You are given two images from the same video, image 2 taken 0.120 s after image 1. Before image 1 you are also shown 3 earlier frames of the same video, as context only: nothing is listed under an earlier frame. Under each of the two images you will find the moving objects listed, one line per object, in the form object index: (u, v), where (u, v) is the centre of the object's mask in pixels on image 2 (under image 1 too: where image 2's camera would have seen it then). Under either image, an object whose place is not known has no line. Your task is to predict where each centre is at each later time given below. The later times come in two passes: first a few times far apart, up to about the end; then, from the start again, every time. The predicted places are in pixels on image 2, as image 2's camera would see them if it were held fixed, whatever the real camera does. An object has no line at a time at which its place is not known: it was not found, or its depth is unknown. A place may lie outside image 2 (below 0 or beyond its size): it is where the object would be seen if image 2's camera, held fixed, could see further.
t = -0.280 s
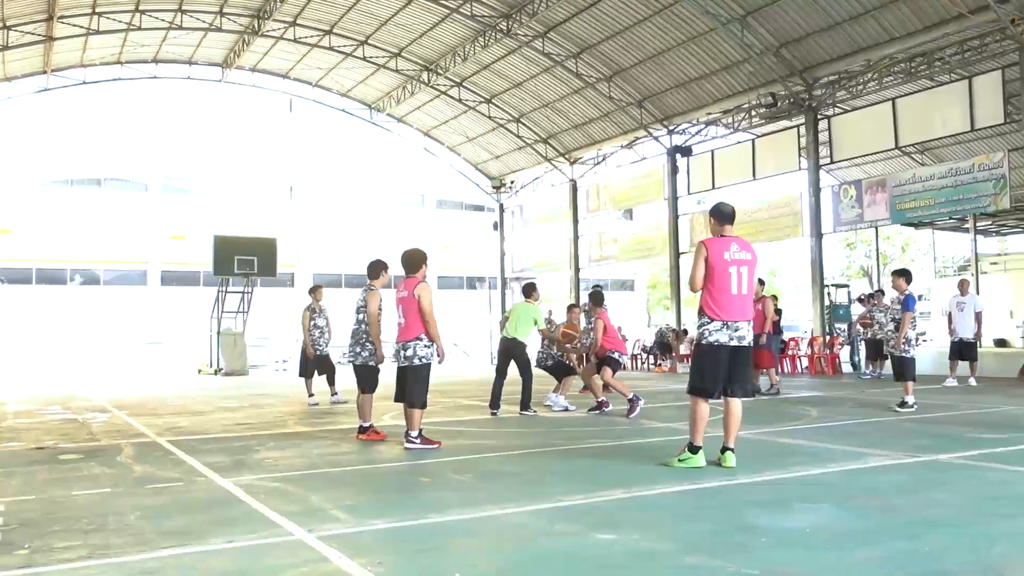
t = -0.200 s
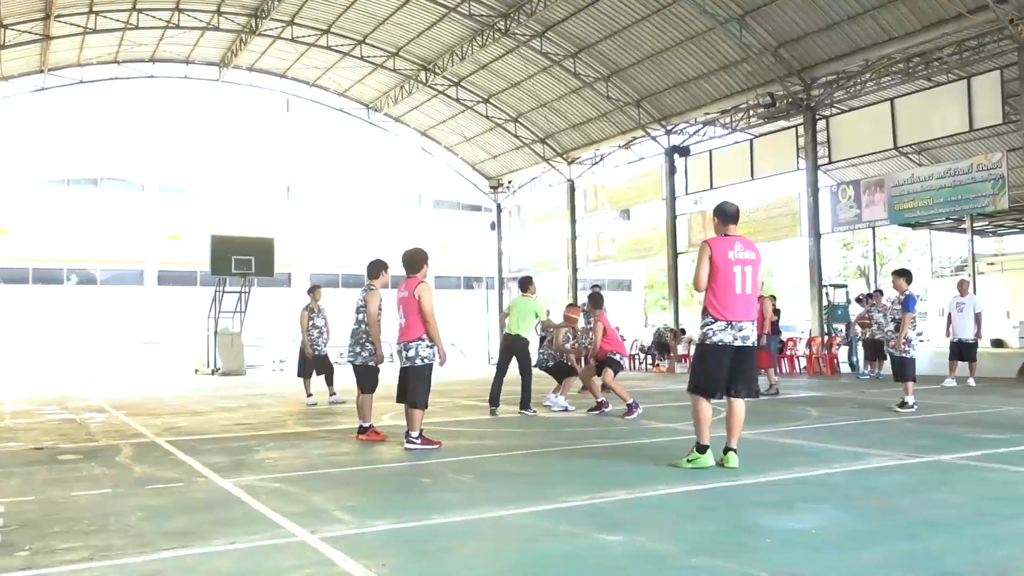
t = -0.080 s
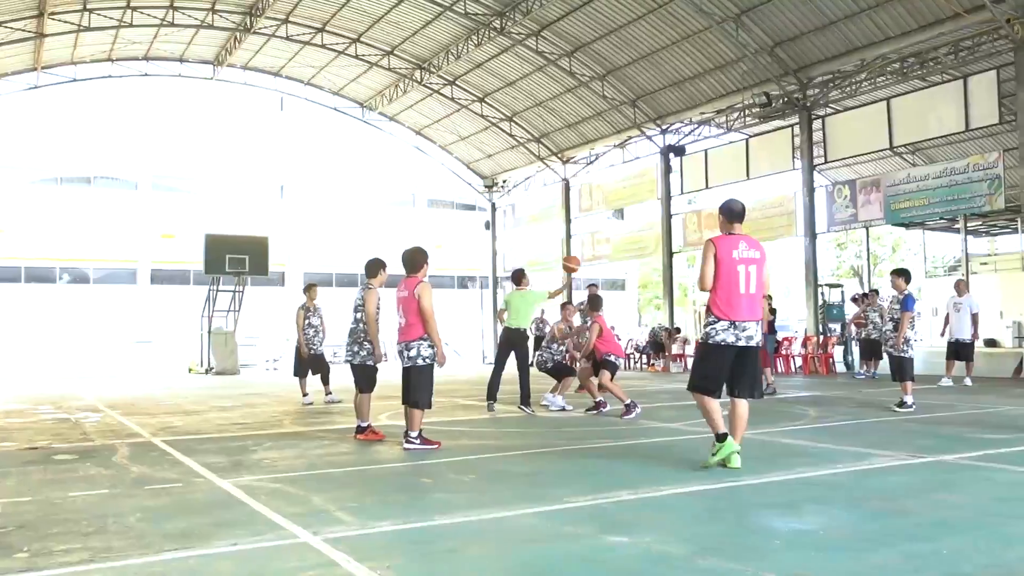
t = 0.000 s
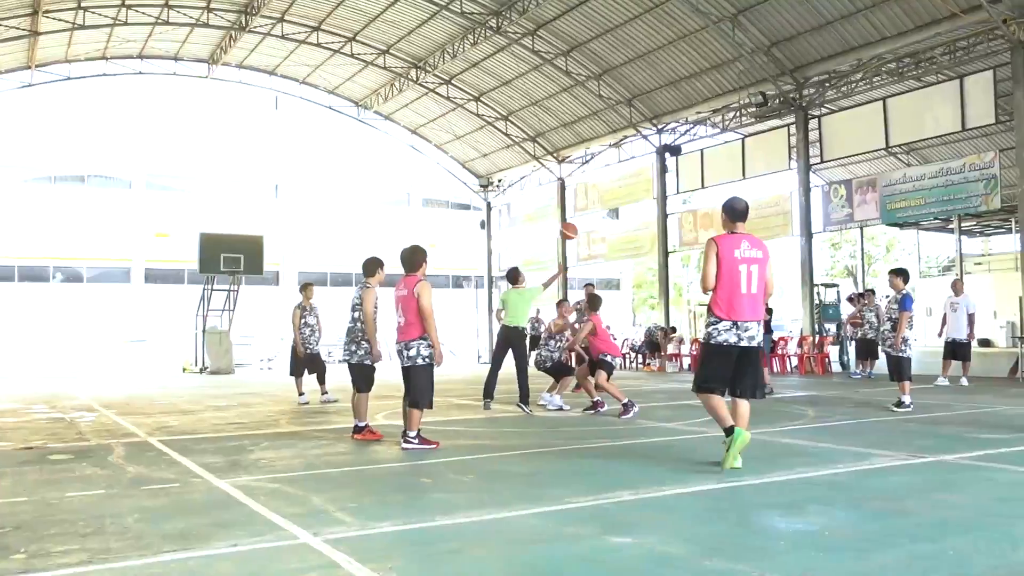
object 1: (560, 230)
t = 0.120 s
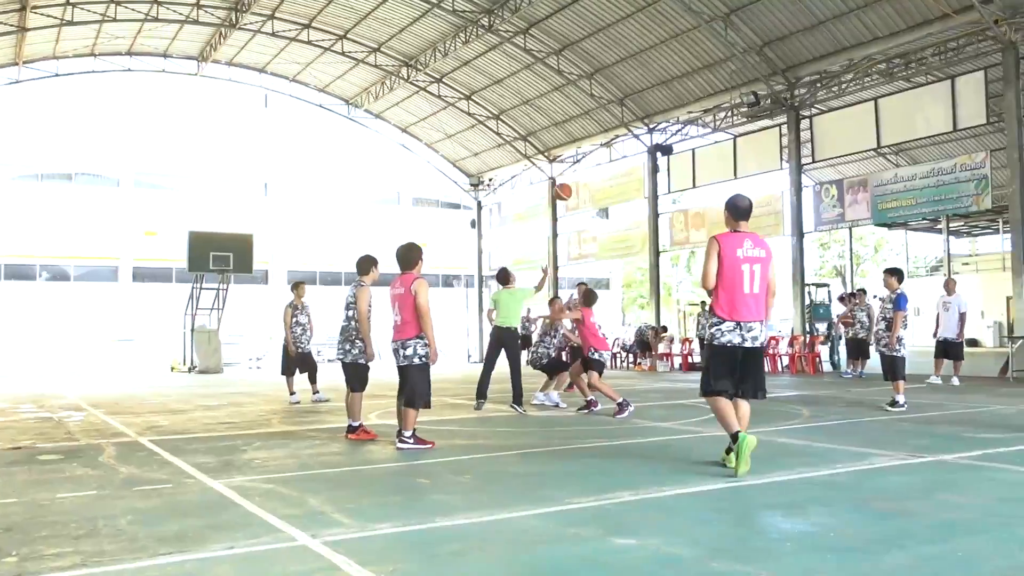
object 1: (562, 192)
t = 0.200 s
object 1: (564, 171)
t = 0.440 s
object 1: (572, 144)
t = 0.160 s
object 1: (563, 181)
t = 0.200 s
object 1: (564, 171)
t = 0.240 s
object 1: (566, 164)
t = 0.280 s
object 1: (567, 158)
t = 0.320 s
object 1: (568, 153)
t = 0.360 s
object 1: (569, 148)
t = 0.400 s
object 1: (570, 146)
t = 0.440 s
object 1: (572, 144)
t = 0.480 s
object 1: (573, 144)
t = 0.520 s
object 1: (574, 144)
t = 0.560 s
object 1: (577, 146)
